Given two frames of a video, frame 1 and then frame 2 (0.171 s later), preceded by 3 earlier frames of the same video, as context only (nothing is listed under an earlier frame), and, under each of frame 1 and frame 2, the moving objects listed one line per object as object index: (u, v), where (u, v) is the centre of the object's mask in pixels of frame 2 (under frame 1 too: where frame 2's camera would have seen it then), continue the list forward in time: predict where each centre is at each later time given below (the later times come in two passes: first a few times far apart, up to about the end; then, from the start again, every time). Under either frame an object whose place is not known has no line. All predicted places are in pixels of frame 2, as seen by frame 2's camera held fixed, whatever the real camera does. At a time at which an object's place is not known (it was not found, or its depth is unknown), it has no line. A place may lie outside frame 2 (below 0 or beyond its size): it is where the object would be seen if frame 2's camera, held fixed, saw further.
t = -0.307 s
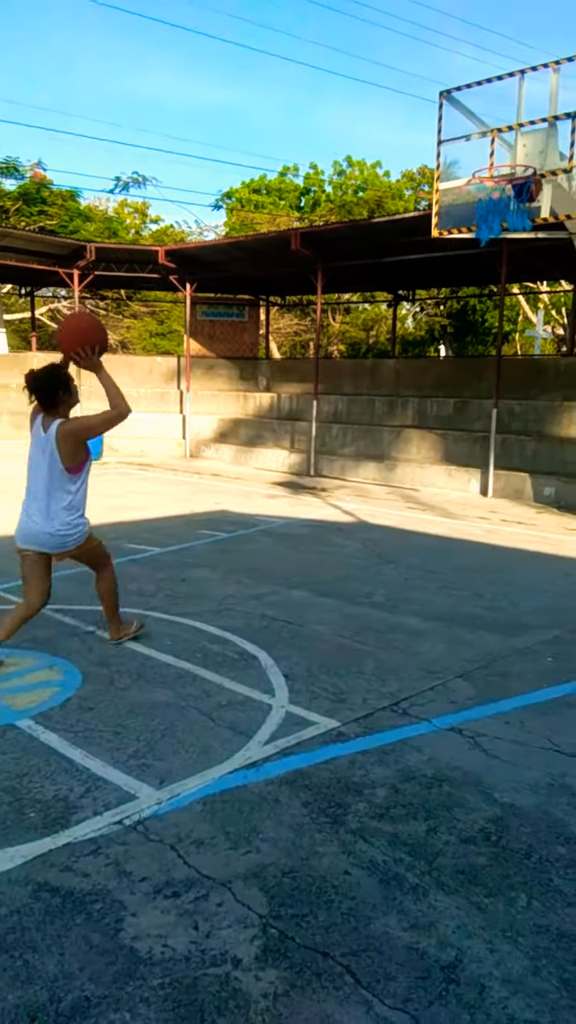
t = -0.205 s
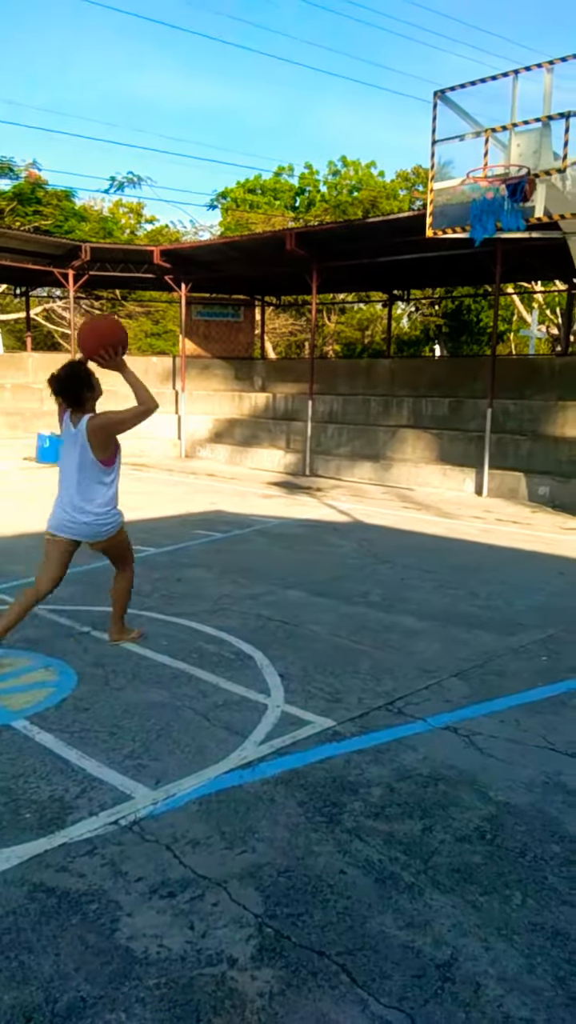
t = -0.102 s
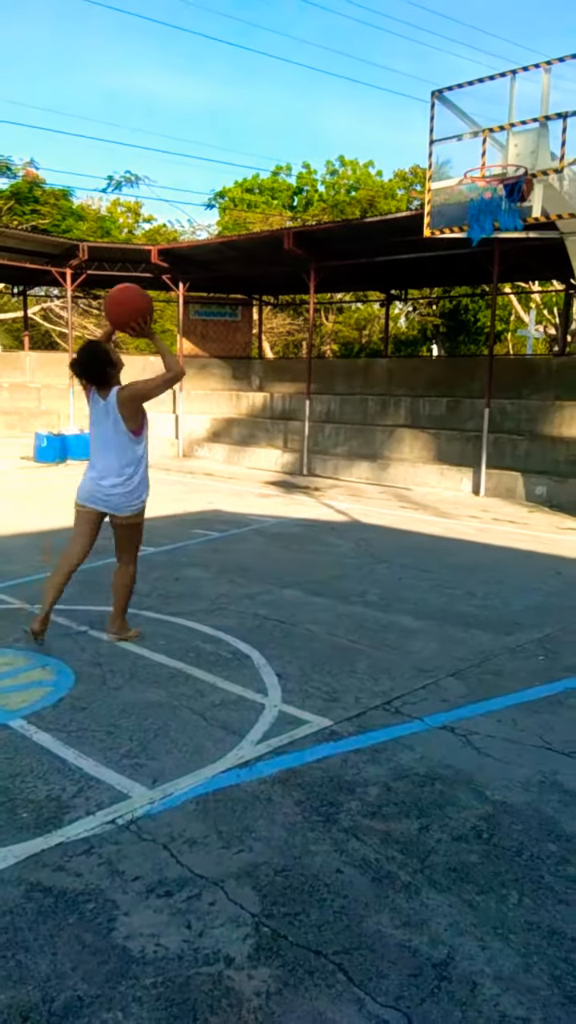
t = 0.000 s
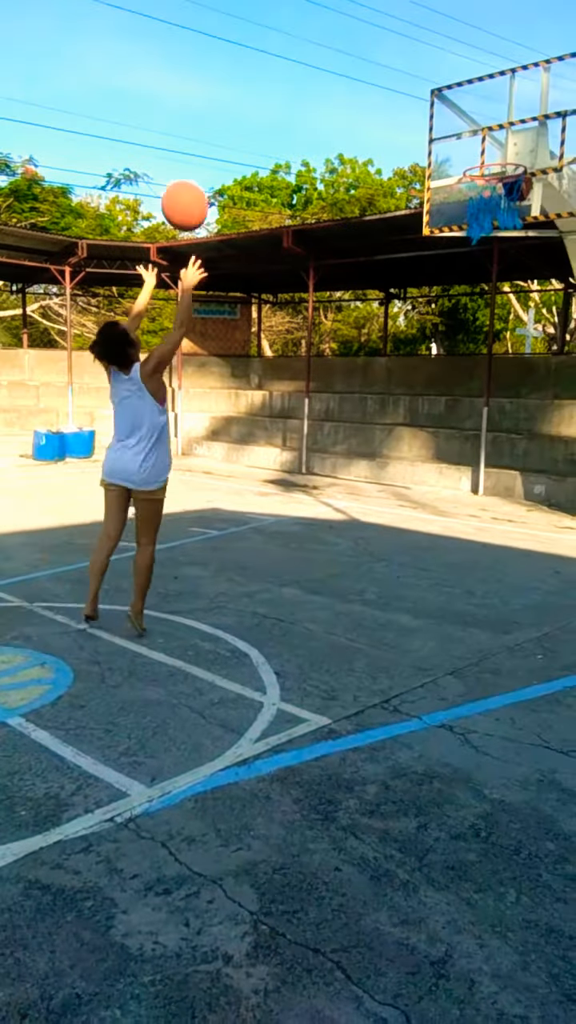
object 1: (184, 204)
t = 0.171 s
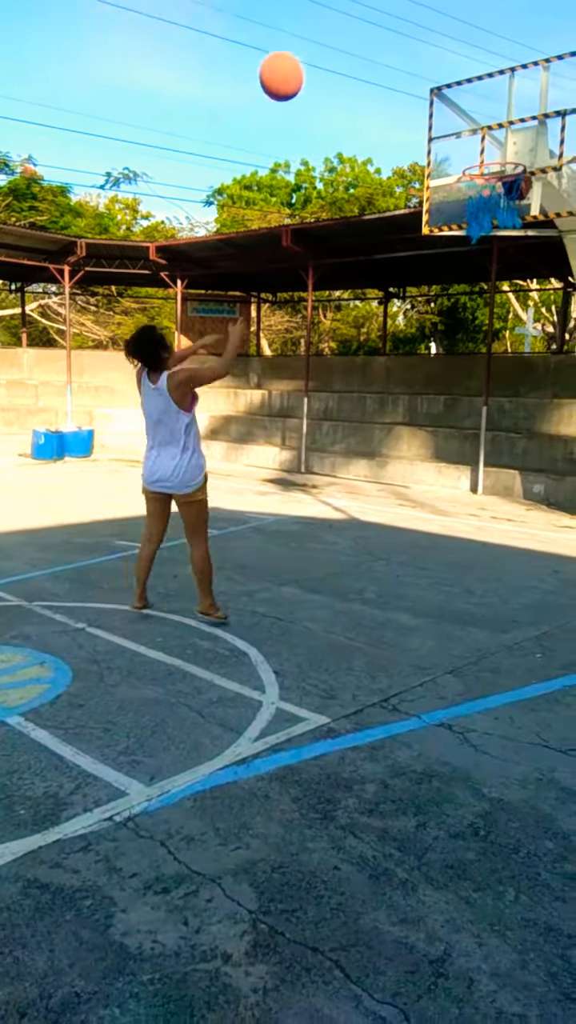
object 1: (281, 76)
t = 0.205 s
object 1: (299, 59)
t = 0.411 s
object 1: (391, 17)
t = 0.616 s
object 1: (464, 42)
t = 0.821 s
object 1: (519, 123)
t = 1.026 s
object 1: (548, 142)
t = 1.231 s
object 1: (539, 148)
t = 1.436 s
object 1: (523, 219)
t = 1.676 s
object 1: (495, 391)
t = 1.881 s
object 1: (468, 576)
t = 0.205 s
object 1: (299, 59)
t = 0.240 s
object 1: (316, 46)
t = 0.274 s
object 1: (332, 35)
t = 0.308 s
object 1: (348, 25)
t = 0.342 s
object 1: (363, 20)
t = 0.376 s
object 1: (377, 18)
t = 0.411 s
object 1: (391, 17)
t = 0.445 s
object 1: (405, 18)
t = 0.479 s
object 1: (418, 19)
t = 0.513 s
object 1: (430, 21)
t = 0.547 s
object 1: (442, 25)
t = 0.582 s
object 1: (453, 33)
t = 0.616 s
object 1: (464, 42)
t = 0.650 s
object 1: (475, 52)
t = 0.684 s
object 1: (484, 63)
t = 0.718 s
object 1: (494, 77)
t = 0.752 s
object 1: (502, 91)
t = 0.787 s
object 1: (511, 106)
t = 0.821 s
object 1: (519, 123)
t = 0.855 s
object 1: (526, 141)
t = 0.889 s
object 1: (533, 152)
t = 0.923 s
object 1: (542, 151)
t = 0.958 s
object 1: (550, 151)
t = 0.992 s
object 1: (550, 146)
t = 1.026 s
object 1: (548, 142)
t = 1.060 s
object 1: (547, 138)
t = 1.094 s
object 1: (546, 137)
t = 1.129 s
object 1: (545, 137)
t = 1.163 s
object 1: (543, 139)
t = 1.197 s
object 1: (541, 142)
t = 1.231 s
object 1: (539, 148)
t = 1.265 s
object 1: (537, 155)
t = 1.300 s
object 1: (534, 164)
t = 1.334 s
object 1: (531, 175)
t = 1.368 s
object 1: (529, 188)
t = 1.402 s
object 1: (526, 203)
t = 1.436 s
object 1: (523, 219)
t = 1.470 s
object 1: (519, 238)
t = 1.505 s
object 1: (516, 259)
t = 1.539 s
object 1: (512, 281)
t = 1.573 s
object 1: (508, 306)
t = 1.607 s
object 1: (504, 333)
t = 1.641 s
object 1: (500, 360)
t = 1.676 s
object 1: (495, 391)
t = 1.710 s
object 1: (490, 424)
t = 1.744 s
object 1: (486, 458)
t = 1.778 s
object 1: (481, 493)
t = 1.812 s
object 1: (476, 532)
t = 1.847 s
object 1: (471, 571)
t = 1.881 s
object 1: (468, 576)
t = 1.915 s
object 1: (469, 545)
